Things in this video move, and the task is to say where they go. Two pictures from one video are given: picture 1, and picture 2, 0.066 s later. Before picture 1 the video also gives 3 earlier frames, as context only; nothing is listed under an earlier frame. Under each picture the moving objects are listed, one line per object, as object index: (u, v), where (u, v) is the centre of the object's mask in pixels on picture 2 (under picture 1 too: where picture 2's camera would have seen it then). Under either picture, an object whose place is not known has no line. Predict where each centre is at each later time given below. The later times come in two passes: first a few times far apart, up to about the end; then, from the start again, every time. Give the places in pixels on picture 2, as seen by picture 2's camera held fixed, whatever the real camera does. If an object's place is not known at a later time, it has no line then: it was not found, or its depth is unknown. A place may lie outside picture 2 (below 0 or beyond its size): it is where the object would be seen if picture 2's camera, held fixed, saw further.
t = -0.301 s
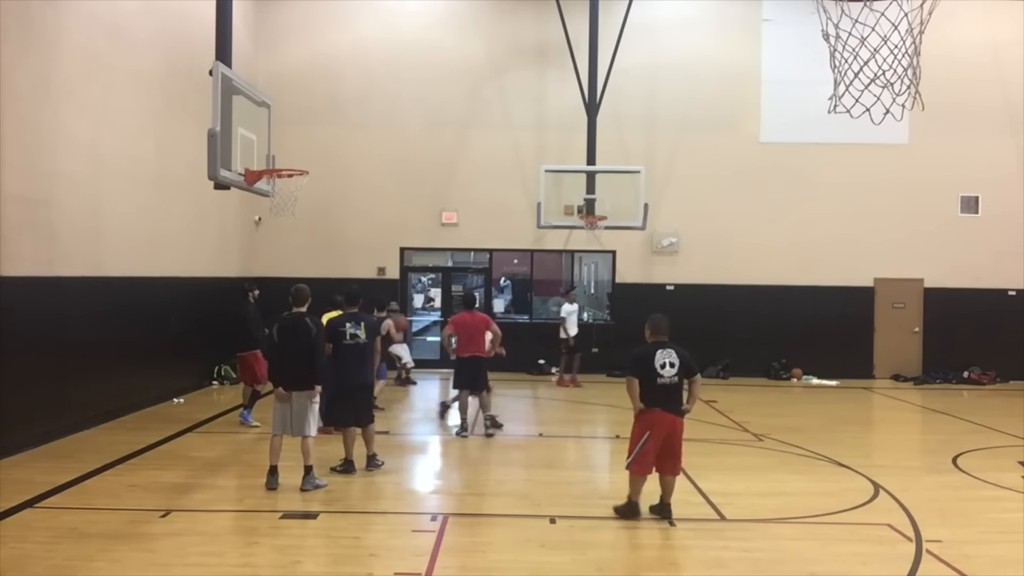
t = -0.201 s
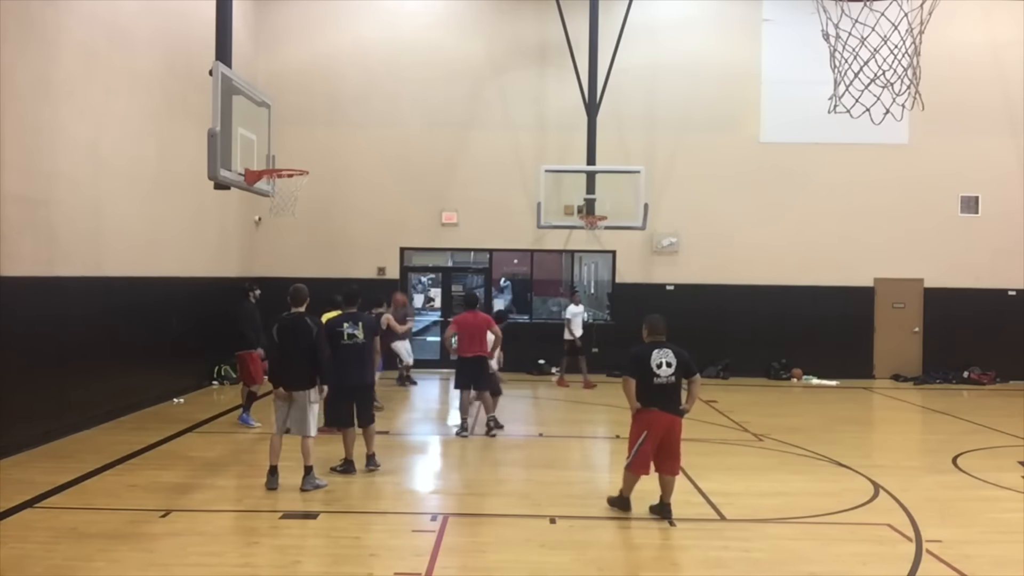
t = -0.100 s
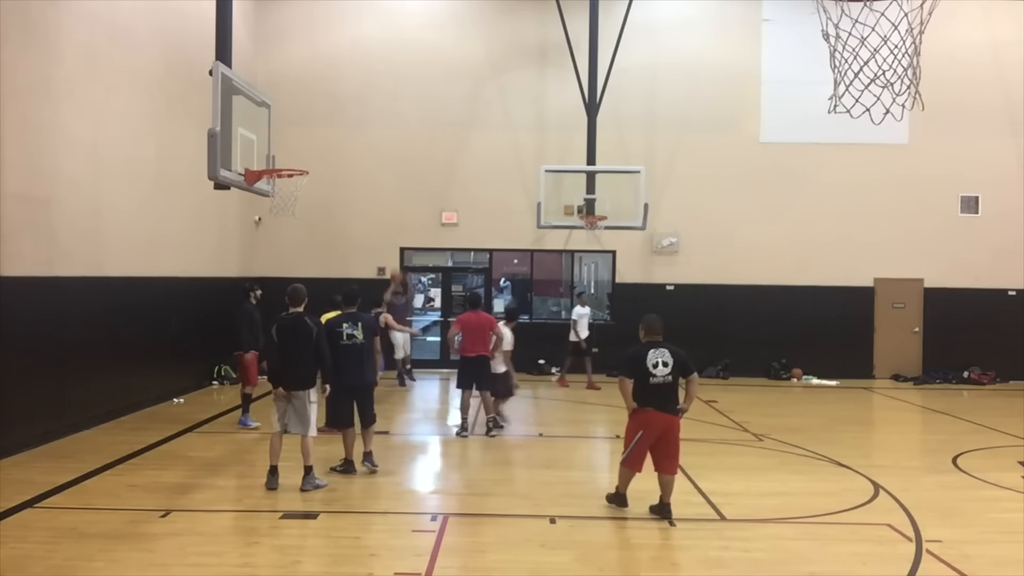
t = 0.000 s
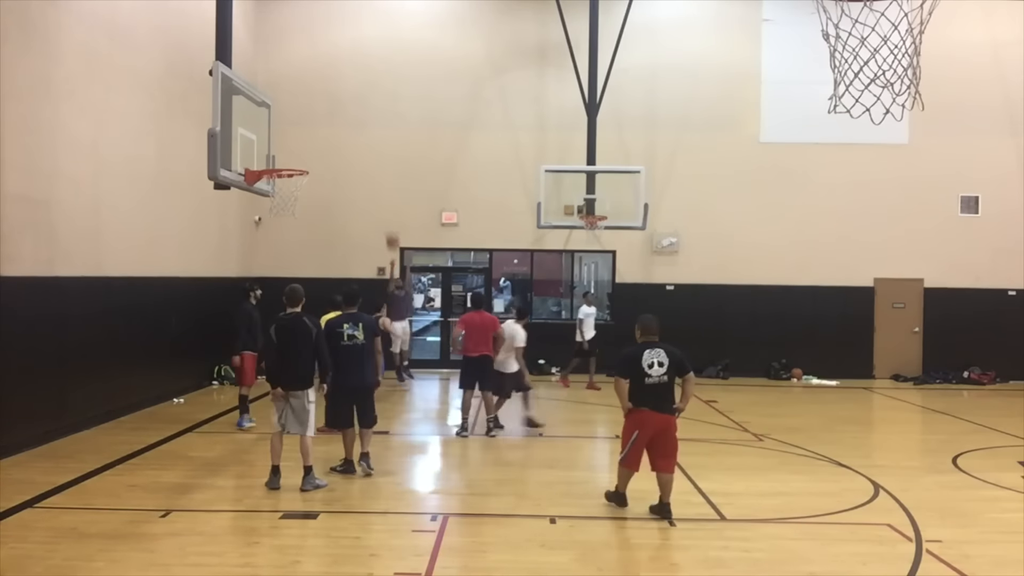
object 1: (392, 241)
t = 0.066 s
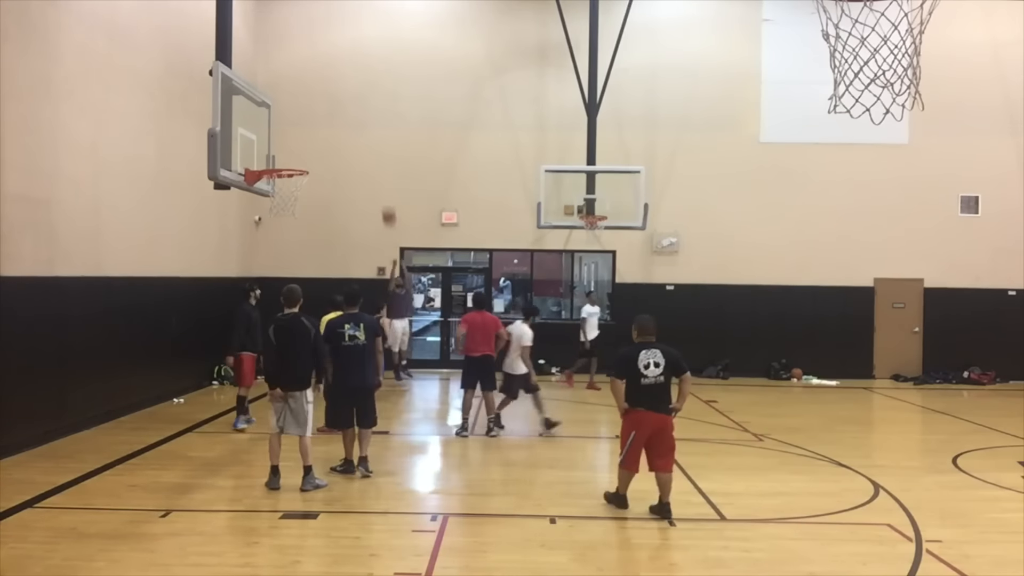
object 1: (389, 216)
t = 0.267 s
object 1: (376, 151)
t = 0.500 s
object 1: (359, 97)
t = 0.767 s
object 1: (335, 73)
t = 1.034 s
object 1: (305, 102)
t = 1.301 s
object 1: (278, 200)
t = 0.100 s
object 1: (387, 204)
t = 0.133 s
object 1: (385, 192)
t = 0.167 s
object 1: (383, 181)
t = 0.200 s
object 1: (381, 170)
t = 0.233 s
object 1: (378, 160)
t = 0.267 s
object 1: (376, 151)
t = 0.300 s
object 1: (374, 141)
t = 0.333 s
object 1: (372, 133)
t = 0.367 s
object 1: (369, 124)
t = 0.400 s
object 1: (367, 117)
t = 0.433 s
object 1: (364, 110)
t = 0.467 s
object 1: (362, 103)
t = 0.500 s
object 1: (359, 97)
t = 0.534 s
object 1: (357, 91)
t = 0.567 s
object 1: (354, 86)
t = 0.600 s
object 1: (351, 82)
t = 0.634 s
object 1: (348, 79)
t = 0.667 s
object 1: (345, 76)
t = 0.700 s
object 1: (342, 74)
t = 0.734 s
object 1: (339, 73)
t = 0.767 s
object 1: (335, 73)
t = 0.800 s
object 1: (332, 73)
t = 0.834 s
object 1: (328, 74)
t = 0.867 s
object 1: (325, 76)
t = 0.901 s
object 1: (321, 79)
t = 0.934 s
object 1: (317, 83)
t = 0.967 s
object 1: (313, 89)
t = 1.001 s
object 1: (309, 95)
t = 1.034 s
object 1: (305, 102)
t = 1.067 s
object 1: (301, 110)
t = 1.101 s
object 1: (296, 120)
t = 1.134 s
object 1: (291, 131)
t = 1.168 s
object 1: (286, 144)
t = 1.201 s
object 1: (282, 156)
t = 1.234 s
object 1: (280, 165)
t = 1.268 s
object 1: (275, 187)
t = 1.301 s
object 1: (278, 200)
